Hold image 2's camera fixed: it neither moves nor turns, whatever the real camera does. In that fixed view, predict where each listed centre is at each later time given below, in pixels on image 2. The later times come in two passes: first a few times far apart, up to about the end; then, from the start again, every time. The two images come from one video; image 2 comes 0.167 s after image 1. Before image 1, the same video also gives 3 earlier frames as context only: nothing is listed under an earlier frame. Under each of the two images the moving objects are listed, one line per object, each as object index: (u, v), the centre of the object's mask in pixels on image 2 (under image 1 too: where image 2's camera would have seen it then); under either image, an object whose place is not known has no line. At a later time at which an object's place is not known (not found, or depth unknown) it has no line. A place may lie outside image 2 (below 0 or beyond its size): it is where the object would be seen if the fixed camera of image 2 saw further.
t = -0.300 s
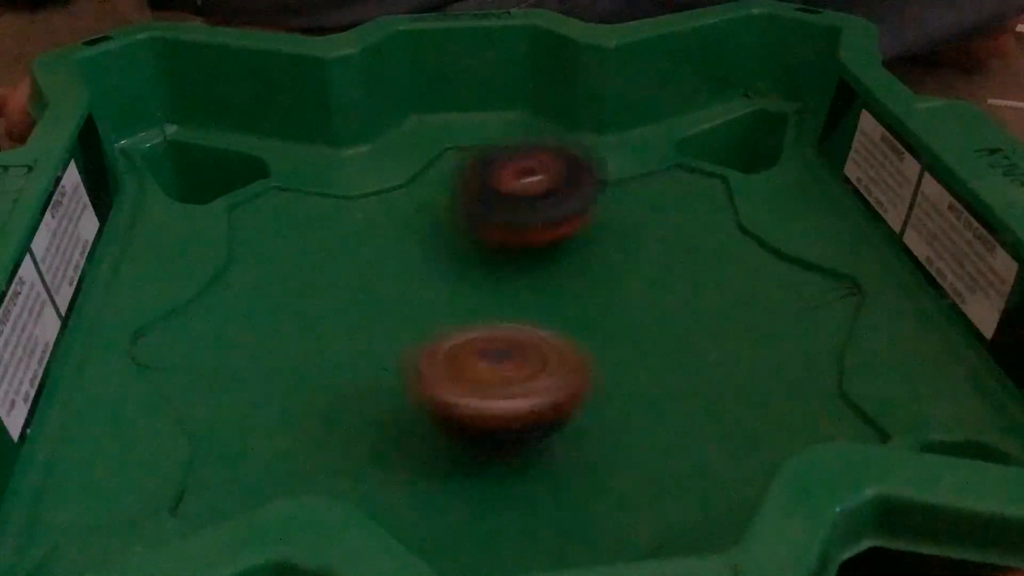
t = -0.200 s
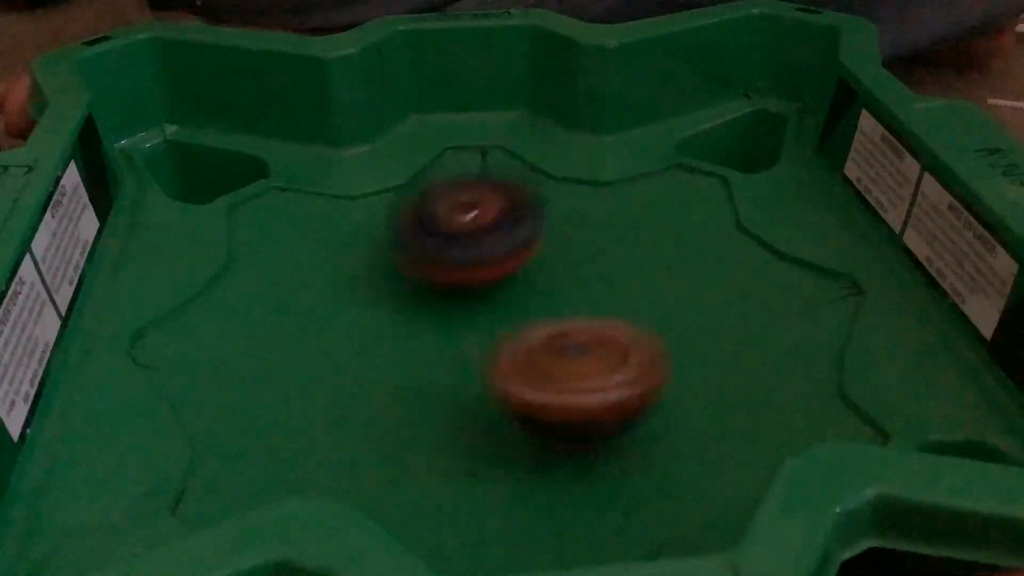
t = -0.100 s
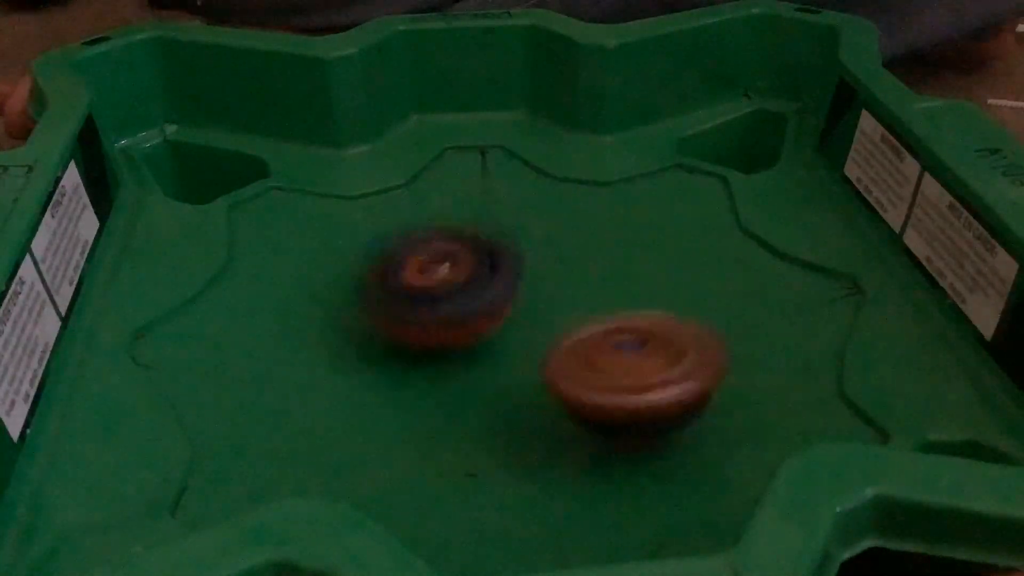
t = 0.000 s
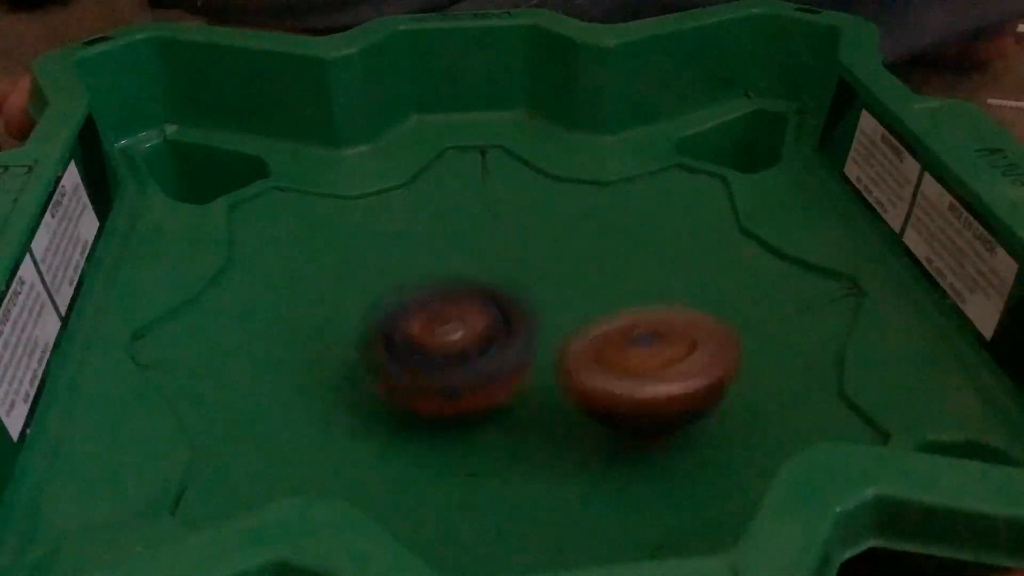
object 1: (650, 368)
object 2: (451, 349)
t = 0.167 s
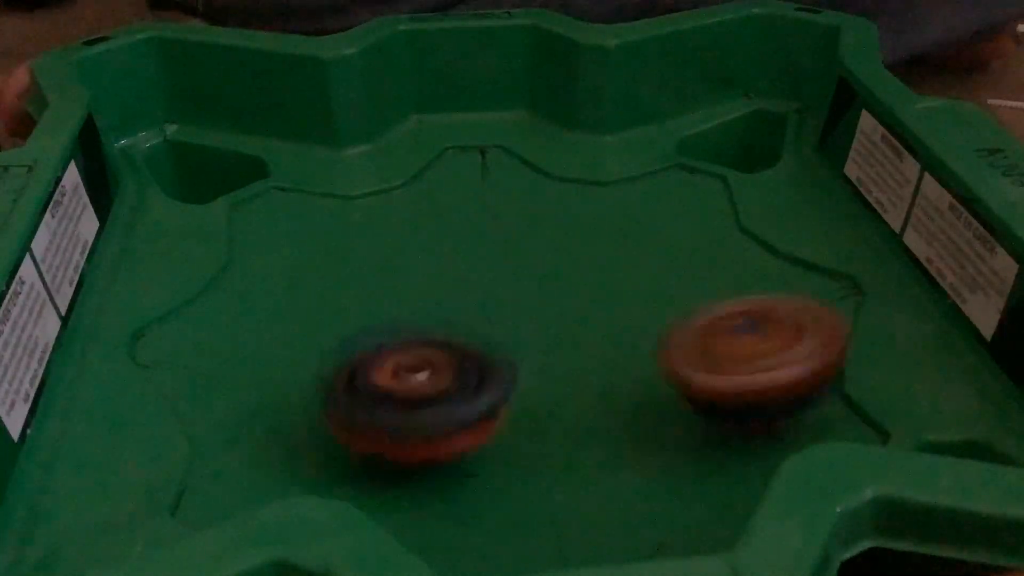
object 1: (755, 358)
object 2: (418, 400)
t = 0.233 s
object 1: (764, 357)
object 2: (421, 419)
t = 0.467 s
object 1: (656, 304)
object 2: (500, 410)
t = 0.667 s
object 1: (655, 197)
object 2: (407, 390)
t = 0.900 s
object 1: (583, 147)
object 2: (368, 349)
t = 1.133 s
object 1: (451, 167)
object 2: (404, 303)
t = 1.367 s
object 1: (359, 164)
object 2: (492, 333)
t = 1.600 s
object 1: (385, 259)
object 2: (606, 318)
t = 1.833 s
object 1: (455, 384)
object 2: (609, 278)
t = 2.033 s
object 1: (555, 452)
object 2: (527, 290)
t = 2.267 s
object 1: (615, 440)
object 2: (474, 348)
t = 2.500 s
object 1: (697, 382)
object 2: (401, 321)
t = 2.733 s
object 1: (672, 291)
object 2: (359, 297)
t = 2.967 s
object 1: (578, 225)
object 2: (435, 303)
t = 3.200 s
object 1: (546, 175)
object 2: (446, 346)
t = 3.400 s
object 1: (486, 203)
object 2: (532, 350)
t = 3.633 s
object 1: (375, 254)
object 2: (617, 322)
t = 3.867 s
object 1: (314, 307)
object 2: (643, 282)
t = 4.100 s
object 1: (383, 383)
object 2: (537, 299)
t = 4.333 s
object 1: (541, 428)
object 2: (465, 283)
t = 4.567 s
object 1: (648, 374)
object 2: (455, 244)
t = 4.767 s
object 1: (615, 302)
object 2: (476, 245)
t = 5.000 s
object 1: (582, 317)
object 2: (429, 228)
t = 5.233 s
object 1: (476, 345)
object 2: (422, 250)
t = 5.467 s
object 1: (457, 392)
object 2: (443, 268)
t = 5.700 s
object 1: (489, 388)
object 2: (511, 281)
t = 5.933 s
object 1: (511, 378)
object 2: (592, 282)
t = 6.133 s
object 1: (484, 368)
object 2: (620, 288)
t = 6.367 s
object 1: (428, 356)
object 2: (629, 286)
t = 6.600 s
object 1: (403, 377)
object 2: (580, 283)
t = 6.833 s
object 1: (455, 357)
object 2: (527, 279)
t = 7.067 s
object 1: (468, 375)
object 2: (531, 245)
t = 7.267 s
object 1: (449, 341)
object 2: (539, 245)
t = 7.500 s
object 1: (449, 329)
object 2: (584, 279)
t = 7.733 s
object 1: (438, 372)
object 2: (622, 270)
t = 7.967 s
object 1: (488, 375)
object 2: (565, 269)
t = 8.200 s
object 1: (514, 374)
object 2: (561, 260)
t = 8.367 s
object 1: (488, 373)
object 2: (587, 273)
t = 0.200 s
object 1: (764, 357)
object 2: (417, 410)
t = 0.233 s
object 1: (764, 357)
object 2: (421, 419)
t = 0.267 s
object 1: (760, 357)
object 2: (431, 425)
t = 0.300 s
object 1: (746, 353)
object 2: (446, 427)
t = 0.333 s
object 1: (730, 349)
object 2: (461, 429)
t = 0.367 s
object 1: (705, 345)
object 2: (479, 426)
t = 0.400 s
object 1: (684, 338)
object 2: (496, 419)
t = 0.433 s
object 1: (663, 327)
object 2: (510, 412)
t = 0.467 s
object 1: (656, 304)
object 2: (500, 410)
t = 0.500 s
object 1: (662, 279)
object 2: (479, 409)
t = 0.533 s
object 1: (663, 258)
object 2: (465, 408)
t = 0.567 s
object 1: (664, 237)
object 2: (447, 406)
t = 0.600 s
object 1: (662, 223)
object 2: (431, 398)
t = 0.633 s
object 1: (660, 209)
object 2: (420, 396)
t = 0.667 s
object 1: (655, 197)
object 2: (407, 390)
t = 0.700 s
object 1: (647, 186)
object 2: (397, 385)
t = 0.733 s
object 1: (641, 178)
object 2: (388, 381)
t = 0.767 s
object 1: (632, 170)
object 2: (381, 374)
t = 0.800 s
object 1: (622, 160)
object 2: (377, 369)
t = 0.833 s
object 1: (610, 156)
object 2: (370, 362)
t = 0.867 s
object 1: (597, 151)
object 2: (370, 356)
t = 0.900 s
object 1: (583, 147)
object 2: (368, 349)
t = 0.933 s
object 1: (566, 145)
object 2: (368, 342)
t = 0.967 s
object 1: (549, 146)
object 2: (374, 335)
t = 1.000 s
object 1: (530, 148)
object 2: (378, 329)
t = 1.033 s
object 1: (508, 152)
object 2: (384, 323)
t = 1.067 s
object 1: (490, 157)
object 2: (390, 314)
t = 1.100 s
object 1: (471, 162)
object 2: (394, 308)
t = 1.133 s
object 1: (451, 167)
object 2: (404, 303)
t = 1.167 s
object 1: (432, 172)
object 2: (411, 297)
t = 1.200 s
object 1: (414, 179)
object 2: (418, 295)
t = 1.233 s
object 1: (395, 175)
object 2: (430, 303)
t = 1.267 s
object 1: (380, 169)
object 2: (440, 311)
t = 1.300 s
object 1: (369, 165)
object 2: (458, 322)
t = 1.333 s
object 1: (362, 163)
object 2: (474, 327)
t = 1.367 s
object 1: (359, 164)
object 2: (492, 333)
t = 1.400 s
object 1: (359, 169)
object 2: (510, 335)
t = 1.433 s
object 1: (361, 178)
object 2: (529, 335)
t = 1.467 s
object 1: (363, 191)
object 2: (549, 335)
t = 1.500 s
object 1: (369, 206)
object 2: (566, 332)
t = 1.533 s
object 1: (376, 222)
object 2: (581, 329)
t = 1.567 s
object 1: (379, 239)
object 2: (597, 323)
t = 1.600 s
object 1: (385, 259)
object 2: (606, 318)
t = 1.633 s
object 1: (392, 278)
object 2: (617, 313)
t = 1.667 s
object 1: (398, 300)
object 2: (624, 306)
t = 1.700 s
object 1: (408, 317)
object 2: (628, 300)
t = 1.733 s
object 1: (417, 335)
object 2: (629, 292)
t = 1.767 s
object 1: (427, 351)
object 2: (624, 287)
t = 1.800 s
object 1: (441, 368)
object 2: (619, 282)
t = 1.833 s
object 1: (455, 384)
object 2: (609, 278)
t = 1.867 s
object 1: (469, 398)
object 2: (599, 276)
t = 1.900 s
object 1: (488, 414)
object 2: (586, 275)
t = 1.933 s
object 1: (504, 424)
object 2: (571, 277)
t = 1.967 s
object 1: (521, 434)
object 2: (558, 278)
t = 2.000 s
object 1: (540, 447)
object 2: (540, 284)
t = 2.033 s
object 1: (555, 452)
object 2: (527, 290)
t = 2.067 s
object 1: (570, 457)
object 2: (508, 297)
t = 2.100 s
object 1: (588, 464)
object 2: (499, 305)
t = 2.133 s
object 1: (597, 464)
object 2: (488, 313)
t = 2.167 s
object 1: (602, 461)
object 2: (482, 322)
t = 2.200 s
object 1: (606, 458)
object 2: (477, 330)
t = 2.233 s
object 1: (609, 451)
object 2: (472, 341)
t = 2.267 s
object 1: (615, 440)
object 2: (474, 348)
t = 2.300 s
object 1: (617, 428)
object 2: (474, 356)
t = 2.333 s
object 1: (629, 420)
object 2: (473, 357)
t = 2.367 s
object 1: (649, 419)
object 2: (455, 351)
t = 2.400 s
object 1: (666, 411)
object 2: (442, 341)
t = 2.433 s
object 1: (679, 402)
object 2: (427, 334)
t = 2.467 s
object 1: (689, 392)
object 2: (415, 327)
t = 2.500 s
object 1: (697, 382)
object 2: (401, 321)
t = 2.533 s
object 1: (700, 368)
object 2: (392, 316)
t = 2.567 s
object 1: (700, 358)
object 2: (382, 311)
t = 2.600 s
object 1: (698, 345)
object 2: (375, 308)
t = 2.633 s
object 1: (695, 332)
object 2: (368, 303)
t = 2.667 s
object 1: (688, 321)
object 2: (362, 300)
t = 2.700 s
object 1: (680, 304)
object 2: (359, 297)
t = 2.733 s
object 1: (672, 291)
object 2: (359, 297)
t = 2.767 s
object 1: (661, 282)
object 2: (362, 297)
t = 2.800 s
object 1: (649, 270)
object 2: (368, 299)
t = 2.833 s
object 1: (635, 262)
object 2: (375, 299)
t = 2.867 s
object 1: (621, 250)
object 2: (391, 302)
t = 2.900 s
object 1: (608, 241)
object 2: (402, 303)
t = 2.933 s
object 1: (592, 233)
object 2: (421, 303)
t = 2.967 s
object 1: (578, 225)
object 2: (435, 303)
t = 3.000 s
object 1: (571, 218)
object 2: (445, 301)
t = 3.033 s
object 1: (576, 204)
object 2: (439, 311)
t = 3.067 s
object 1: (578, 194)
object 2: (436, 317)
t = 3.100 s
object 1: (572, 187)
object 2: (435, 325)
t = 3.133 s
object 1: (564, 182)
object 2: (434, 331)
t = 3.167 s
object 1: (555, 178)
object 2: (439, 338)
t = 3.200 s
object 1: (546, 175)
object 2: (446, 346)
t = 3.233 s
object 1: (538, 174)
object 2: (457, 351)
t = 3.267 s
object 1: (530, 177)
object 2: (471, 356)
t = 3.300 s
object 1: (520, 181)
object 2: (485, 357)
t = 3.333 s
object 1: (510, 188)
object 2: (502, 357)
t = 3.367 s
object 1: (496, 196)
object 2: (516, 354)
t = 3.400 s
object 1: (486, 203)
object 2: (532, 350)
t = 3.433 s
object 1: (475, 214)
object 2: (540, 346)
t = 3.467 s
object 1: (465, 222)
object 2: (548, 339)
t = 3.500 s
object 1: (454, 232)
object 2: (556, 333)
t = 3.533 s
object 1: (438, 242)
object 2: (560, 327)
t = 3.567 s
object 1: (411, 246)
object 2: (585, 325)
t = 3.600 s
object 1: (389, 252)
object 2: (604, 324)
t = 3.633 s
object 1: (375, 254)
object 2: (617, 322)
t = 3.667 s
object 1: (359, 261)
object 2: (631, 315)
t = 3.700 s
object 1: (347, 264)
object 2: (642, 311)
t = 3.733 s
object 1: (334, 272)
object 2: (654, 305)
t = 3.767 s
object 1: (325, 279)
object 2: (658, 300)
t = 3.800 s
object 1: (318, 289)
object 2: (659, 294)
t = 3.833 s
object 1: (315, 296)
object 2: (654, 289)
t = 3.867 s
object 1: (314, 307)
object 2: (643, 282)
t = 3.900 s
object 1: (314, 317)
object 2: (632, 281)
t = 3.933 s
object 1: (321, 330)
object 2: (618, 280)
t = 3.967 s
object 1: (328, 339)
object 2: (602, 281)
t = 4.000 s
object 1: (338, 354)
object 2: (588, 285)
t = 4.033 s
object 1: (349, 364)
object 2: (569, 290)
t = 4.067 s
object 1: (366, 374)
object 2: (551, 294)
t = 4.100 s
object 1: (383, 383)
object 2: (537, 299)
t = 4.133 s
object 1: (404, 391)
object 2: (523, 304)
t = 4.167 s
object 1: (426, 398)
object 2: (510, 306)
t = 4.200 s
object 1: (449, 404)
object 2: (496, 310)
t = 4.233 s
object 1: (472, 416)
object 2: (486, 308)
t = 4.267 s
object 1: (496, 424)
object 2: (478, 300)
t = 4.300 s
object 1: (517, 427)
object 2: (471, 292)
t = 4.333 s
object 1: (541, 428)
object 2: (465, 283)
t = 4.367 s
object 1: (560, 426)
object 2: (461, 275)
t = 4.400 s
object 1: (583, 420)
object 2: (458, 268)
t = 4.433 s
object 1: (600, 415)
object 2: (457, 262)
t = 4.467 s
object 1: (620, 406)
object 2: (456, 256)
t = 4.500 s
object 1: (632, 398)
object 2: (456, 251)
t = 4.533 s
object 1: (643, 384)
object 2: (456, 247)
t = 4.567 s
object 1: (648, 374)
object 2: (455, 244)
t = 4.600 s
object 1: (652, 361)
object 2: (458, 242)
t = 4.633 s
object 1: (650, 346)
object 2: (458, 239)
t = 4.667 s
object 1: (647, 333)
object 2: (462, 241)
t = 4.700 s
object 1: (638, 326)
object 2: (469, 242)
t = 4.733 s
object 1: (628, 315)
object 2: (473, 243)
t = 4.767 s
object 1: (615, 302)
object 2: (476, 245)
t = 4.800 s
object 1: (610, 297)
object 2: (477, 242)
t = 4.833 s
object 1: (624, 303)
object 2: (467, 237)
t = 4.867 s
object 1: (634, 308)
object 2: (457, 233)
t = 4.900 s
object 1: (632, 309)
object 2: (446, 228)
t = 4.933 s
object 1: (622, 311)
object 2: (440, 228)
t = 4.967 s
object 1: (608, 313)
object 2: (432, 227)
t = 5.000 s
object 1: (582, 317)
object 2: (429, 228)
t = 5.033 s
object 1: (564, 322)
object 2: (424, 233)
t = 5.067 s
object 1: (545, 322)
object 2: (423, 239)
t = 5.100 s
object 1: (524, 323)
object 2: (424, 242)
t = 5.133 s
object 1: (516, 327)
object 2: (421, 243)
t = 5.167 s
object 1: (506, 333)
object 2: (423, 246)
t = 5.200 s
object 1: (494, 339)
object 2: (422, 249)
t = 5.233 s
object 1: (476, 345)
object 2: (422, 250)
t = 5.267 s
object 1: (465, 347)
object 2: (424, 253)
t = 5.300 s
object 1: (453, 353)
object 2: (424, 253)
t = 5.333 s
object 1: (452, 365)
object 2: (426, 257)
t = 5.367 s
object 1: (452, 374)
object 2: (429, 258)
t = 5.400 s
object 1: (450, 380)
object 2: (431, 263)
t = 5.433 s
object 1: (452, 384)
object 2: (436, 264)
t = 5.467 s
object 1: (457, 392)
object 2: (443, 268)
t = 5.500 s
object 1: (460, 397)
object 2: (453, 272)
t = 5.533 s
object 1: (463, 399)
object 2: (462, 274)
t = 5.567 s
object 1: (466, 400)
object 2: (472, 276)
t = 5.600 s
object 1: (469, 402)
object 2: (486, 281)
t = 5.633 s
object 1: (474, 396)
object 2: (497, 279)
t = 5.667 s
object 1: (482, 393)
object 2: (507, 281)
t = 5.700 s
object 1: (489, 388)
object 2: (511, 281)
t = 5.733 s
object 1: (495, 387)
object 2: (517, 279)
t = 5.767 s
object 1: (500, 391)
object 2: (532, 283)
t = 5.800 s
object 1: (502, 393)
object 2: (544, 285)
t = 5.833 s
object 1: (502, 387)
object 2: (558, 283)
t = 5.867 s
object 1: (506, 381)
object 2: (570, 283)
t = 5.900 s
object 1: (512, 377)
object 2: (580, 281)
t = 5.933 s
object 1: (511, 378)
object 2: (592, 282)
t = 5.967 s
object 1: (503, 381)
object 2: (602, 288)
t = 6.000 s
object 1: (499, 381)
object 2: (608, 287)
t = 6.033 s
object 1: (495, 381)
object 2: (611, 285)
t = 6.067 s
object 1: (489, 378)
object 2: (613, 284)
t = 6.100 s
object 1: (486, 376)
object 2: (616, 286)
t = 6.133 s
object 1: (484, 368)
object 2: (620, 288)
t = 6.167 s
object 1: (483, 361)
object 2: (620, 289)
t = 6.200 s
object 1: (483, 355)
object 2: (620, 292)
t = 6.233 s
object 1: (474, 350)
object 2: (620, 291)
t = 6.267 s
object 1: (468, 346)
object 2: (616, 296)
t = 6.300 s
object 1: (449, 353)
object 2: (623, 294)
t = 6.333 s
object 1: (438, 357)
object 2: (630, 290)
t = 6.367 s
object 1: (428, 356)
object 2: (629, 286)
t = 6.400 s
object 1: (418, 359)
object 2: (630, 283)
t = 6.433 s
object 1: (409, 360)
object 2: (627, 279)
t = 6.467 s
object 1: (403, 365)
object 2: (621, 278)
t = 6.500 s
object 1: (398, 366)
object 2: (613, 278)
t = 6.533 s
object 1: (401, 372)
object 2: (603, 280)
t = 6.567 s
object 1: (400, 375)
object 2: (590, 283)
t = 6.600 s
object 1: (403, 377)
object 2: (580, 283)
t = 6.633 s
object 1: (408, 376)
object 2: (574, 286)
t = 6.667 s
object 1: (417, 376)
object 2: (568, 289)
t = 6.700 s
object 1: (425, 374)
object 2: (555, 287)
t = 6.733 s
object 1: (433, 371)
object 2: (548, 286)
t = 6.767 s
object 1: (442, 367)
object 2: (541, 285)
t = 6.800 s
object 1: (447, 361)
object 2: (533, 281)
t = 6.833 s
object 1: (455, 357)
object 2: (527, 279)
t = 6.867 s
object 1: (454, 357)
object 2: (532, 276)
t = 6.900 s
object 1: (461, 365)
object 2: (534, 265)
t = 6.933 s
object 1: (466, 371)
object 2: (535, 259)
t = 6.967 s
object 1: (467, 373)
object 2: (533, 252)
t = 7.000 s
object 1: (469, 375)
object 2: (531, 248)
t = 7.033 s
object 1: (470, 376)
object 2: (530, 245)
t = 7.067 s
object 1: (468, 375)
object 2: (531, 245)
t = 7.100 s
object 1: (463, 374)
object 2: (534, 244)
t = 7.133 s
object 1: (460, 366)
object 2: (535, 248)
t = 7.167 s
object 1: (455, 360)
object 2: (537, 243)
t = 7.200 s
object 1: (451, 353)
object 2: (538, 244)
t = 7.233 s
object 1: (451, 347)
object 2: (536, 243)
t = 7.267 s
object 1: (449, 341)
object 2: (539, 245)
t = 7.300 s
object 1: (447, 331)
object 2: (544, 245)
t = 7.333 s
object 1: (442, 329)
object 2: (549, 252)
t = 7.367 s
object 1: (440, 327)
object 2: (554, 258)
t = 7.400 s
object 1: (441, 323)
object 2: (560, 267)
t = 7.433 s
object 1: (443, 320)
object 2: (568, 273)
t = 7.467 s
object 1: (447, 323)
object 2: (575, 277)
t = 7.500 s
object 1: (449, 329)
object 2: (584, 279)
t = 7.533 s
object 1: (444, 336)
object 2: (597, 277)
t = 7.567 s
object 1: (437, 345)
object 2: (609, 275)
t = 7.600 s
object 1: (434, 350)
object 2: (616, 274)
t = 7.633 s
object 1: (433, 353)
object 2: (620, 272)
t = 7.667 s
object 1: (431, 359)
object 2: (623, 270)
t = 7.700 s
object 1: (433, 366)
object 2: (624, 270)
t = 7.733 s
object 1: (438, 372)
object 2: (622, 270)
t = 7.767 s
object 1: (442, 374)
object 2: (619, 272)
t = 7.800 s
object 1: (448, 375)
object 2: (613, 275)
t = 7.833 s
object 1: (455, 374)
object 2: (603, 276)
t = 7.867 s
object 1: (461, 375)
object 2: (592, 276)
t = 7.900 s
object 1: (467, 375)
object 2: (580, 275)
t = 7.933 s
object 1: (478, 376)
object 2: (570, 274)
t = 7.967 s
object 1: (488, 375)
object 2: (565, 269)
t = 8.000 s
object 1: (499, 375)
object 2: (562, 264)
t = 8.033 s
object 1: (508, 375)
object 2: (560, 261)
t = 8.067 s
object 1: (515, 374)
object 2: (560, 259)
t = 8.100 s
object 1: (520, 375)
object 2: (560, 259)
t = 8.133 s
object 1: (521, 375)
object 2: (560, 259)
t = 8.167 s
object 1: (519, 375)
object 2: (560, 259)
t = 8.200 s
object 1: (514, 374)
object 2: (561, 260)
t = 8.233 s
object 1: (509, 372)
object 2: (562, 261)
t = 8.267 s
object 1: (504, 371)
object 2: (565, 263)
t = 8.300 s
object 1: (499, 371)
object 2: (571, 266)
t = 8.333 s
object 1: (494, 373)
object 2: (578, 269)
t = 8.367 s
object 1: (488, 373)
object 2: (587, 273)
